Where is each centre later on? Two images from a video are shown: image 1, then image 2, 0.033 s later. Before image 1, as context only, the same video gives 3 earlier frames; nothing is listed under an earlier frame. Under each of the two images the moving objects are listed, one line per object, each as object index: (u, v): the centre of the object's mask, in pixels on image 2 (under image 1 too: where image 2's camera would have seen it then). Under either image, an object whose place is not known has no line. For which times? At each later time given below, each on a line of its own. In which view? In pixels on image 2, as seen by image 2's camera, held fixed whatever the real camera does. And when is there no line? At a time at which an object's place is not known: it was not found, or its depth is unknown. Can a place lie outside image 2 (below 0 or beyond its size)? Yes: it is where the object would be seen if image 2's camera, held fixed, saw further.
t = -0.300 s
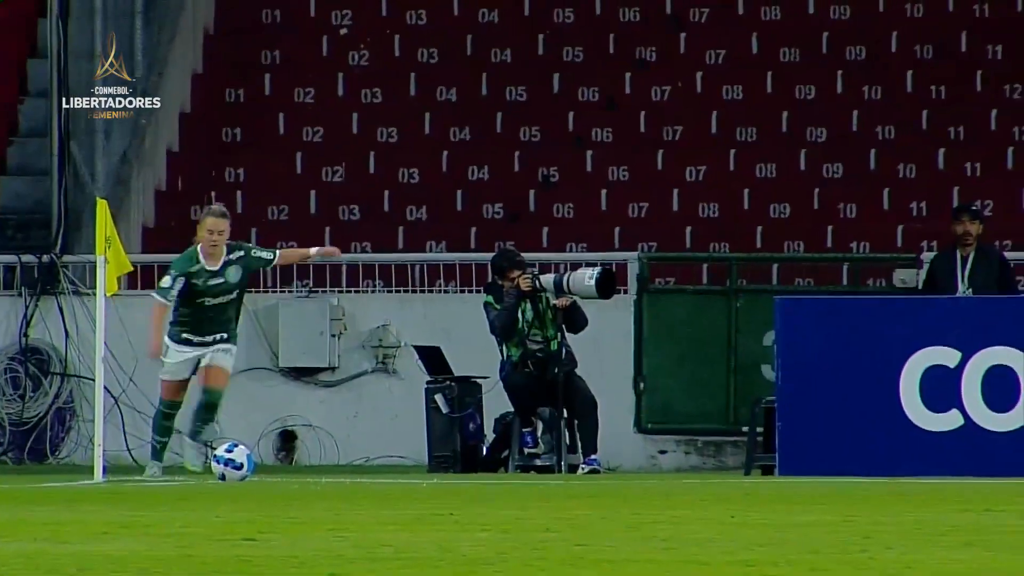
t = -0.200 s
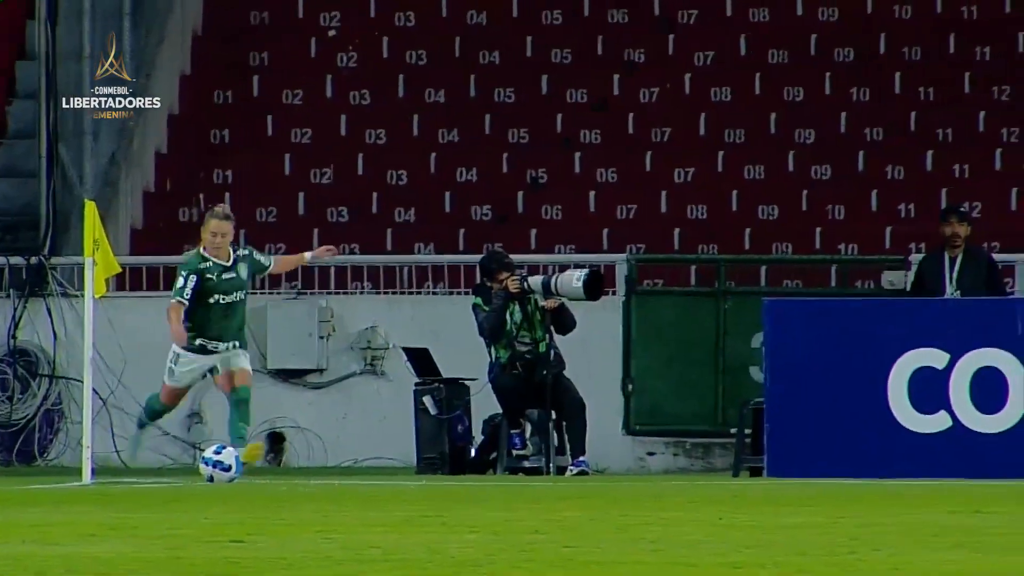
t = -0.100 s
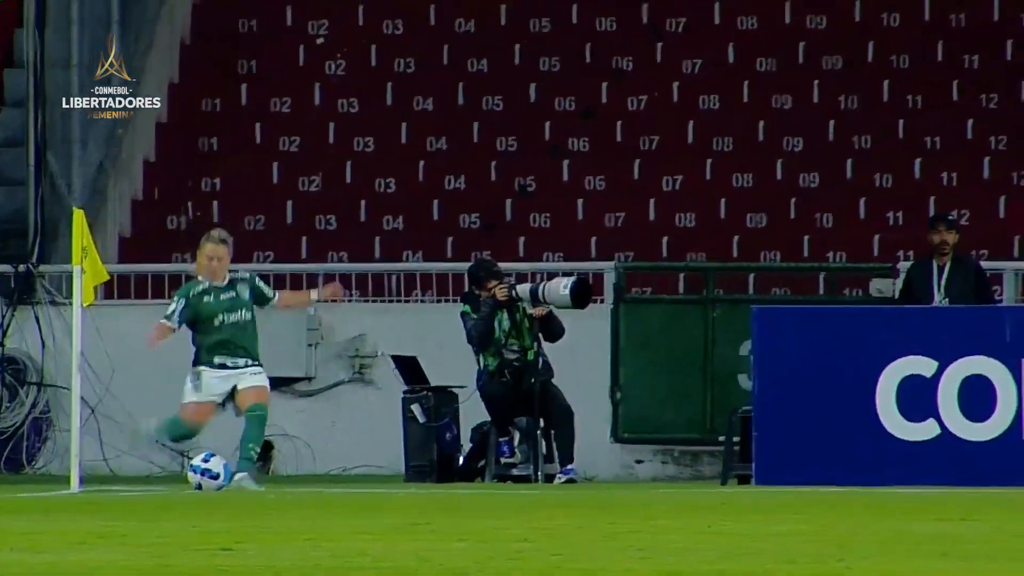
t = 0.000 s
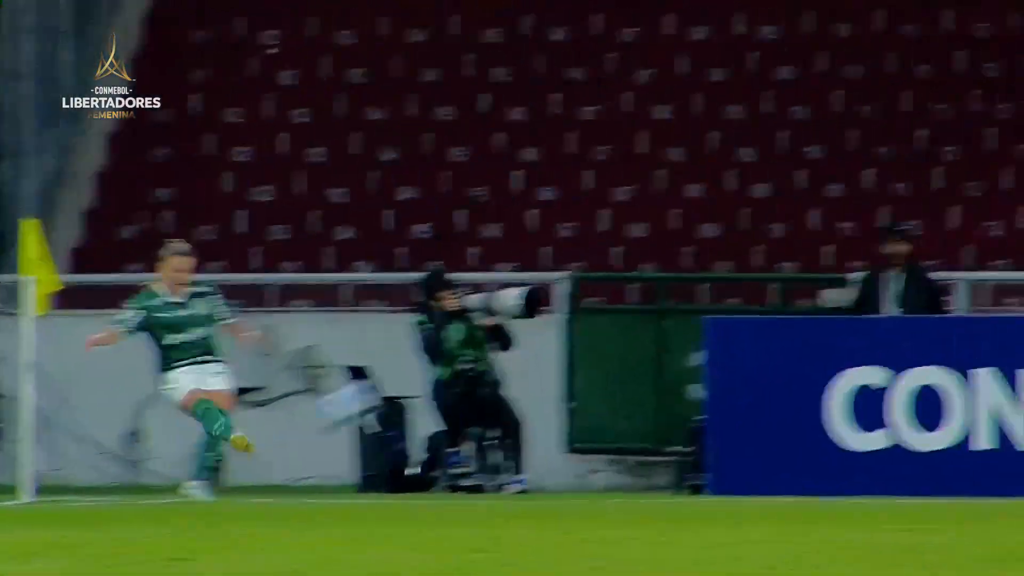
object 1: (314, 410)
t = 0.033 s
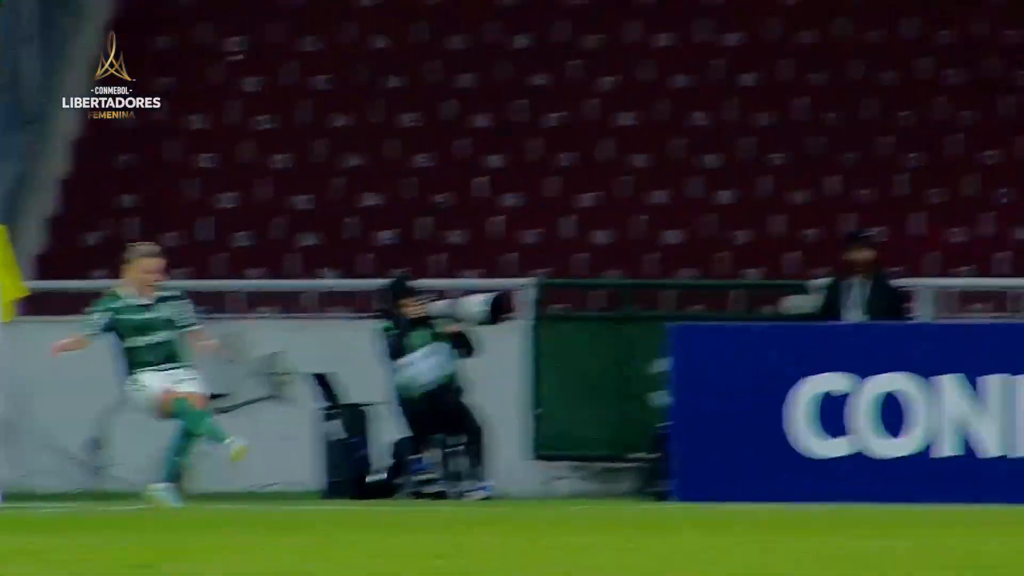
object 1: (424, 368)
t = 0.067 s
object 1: (539, 324)
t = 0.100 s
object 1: (647, 285)
